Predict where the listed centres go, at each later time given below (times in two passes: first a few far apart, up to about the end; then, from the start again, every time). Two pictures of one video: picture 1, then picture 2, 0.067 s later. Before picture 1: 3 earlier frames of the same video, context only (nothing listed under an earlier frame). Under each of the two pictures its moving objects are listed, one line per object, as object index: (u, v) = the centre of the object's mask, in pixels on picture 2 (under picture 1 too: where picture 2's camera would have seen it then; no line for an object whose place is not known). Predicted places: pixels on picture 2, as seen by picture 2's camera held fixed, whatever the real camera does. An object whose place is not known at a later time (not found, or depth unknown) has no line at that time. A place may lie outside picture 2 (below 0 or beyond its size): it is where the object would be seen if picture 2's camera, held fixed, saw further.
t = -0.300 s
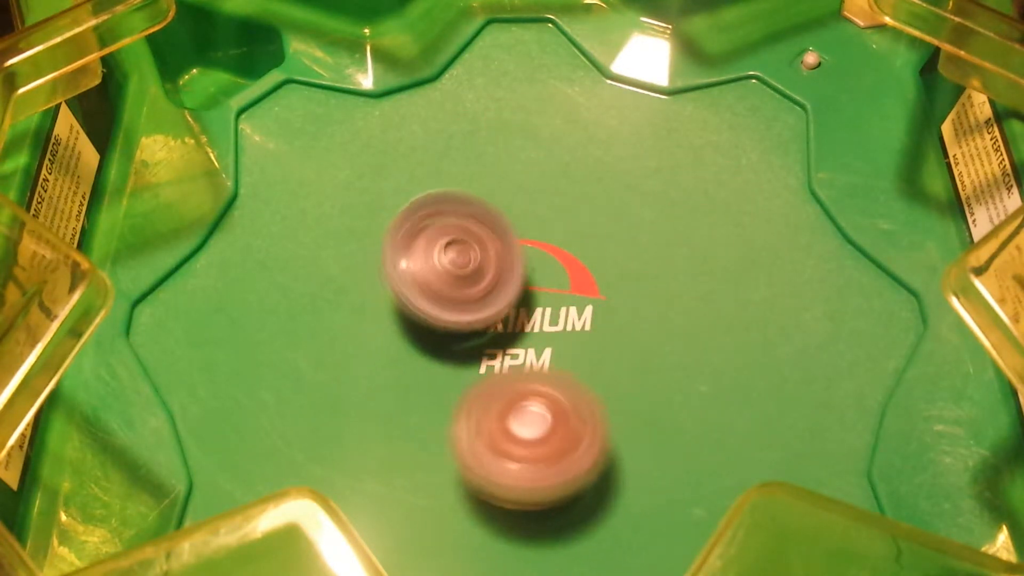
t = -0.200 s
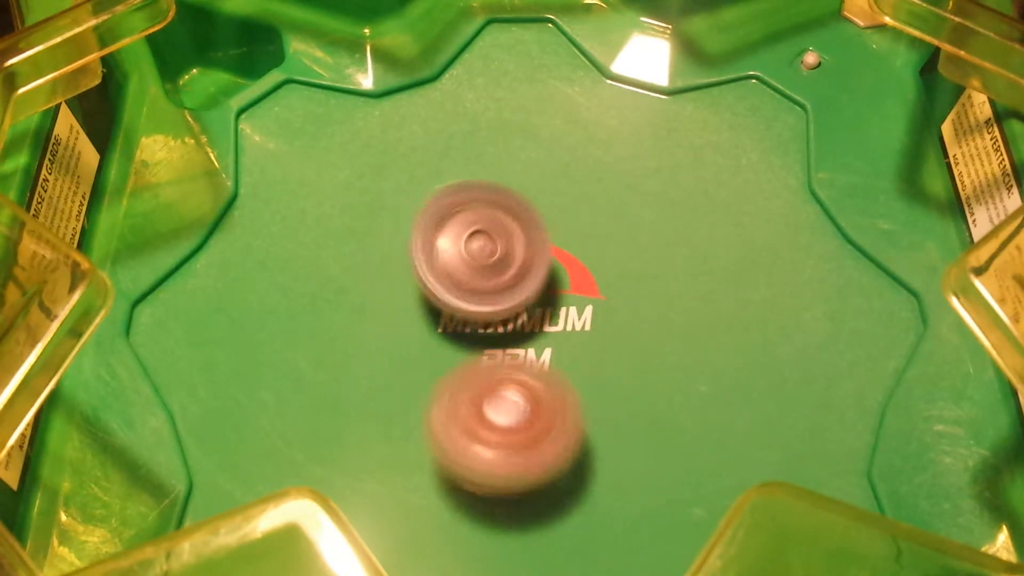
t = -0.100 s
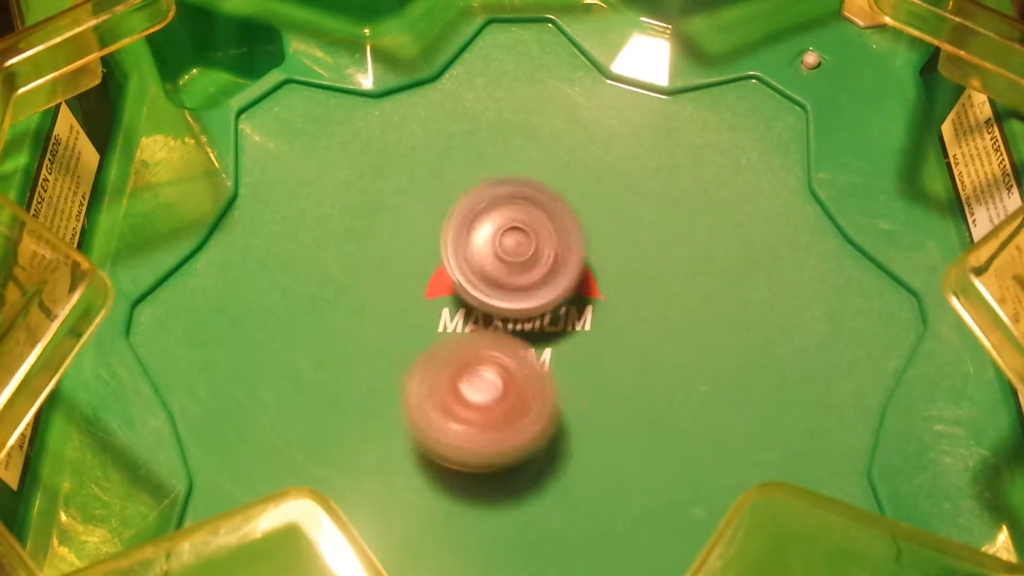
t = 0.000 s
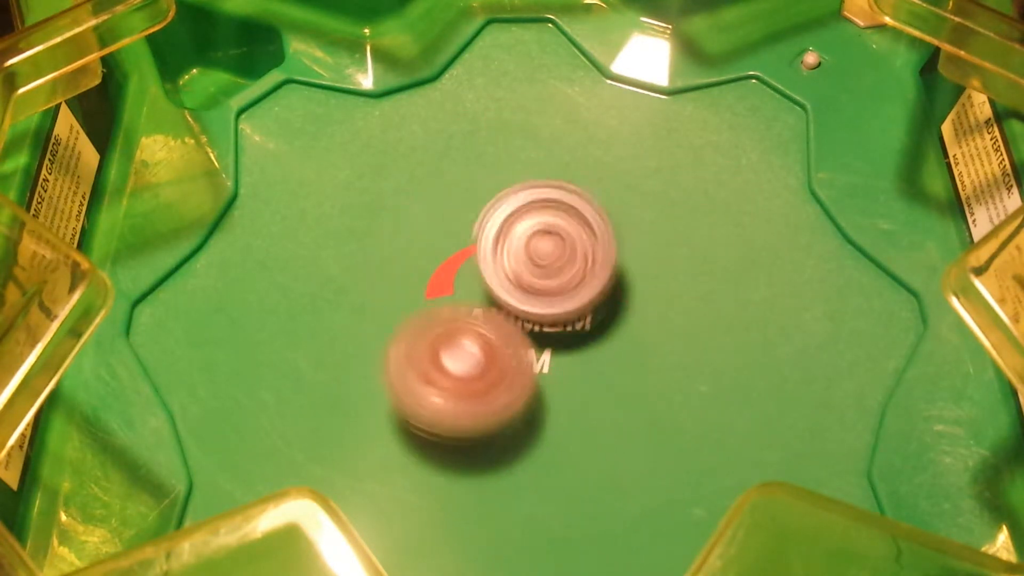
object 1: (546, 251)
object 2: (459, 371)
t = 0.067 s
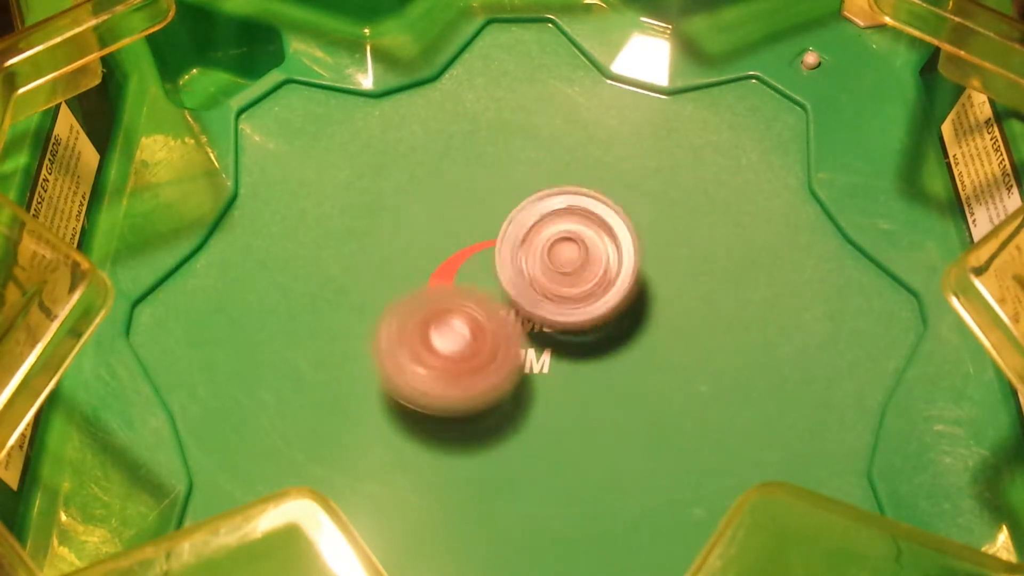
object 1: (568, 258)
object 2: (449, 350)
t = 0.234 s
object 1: (616, 292)
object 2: (429, 298)
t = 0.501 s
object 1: (626, 361)
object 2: (439, 235)
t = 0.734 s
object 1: (570, 394)
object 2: (483, 219)
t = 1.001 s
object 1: (477, 378)
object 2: (573, 248)
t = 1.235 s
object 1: (446, 320)
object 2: (661, 246)
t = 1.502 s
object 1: (488, 254)
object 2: (667, 280)
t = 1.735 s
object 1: (503, 206)
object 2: (692, 395)
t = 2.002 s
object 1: (545, 244)
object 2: (673, 471)
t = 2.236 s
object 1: (555, 322)
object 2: (567, 468)
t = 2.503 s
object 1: (545, 308)
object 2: (422, 427)
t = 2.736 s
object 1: (543, 294)
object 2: (396, 344)
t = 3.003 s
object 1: (607, 299)
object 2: (400, 225)
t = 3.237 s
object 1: (609, 320)
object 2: (507, 191)
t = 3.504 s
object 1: (495, 377)
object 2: (677, 192)
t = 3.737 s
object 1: (397, 337)
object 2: (700, 274)
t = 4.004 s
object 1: (432, 255)
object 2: (554, 358)
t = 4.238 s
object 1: (531, 244)
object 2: (487, 377)
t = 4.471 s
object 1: (604, 298)
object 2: (470, 358)
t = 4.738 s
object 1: (634, 415)
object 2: (520, 307)
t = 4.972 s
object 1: (582, 466)
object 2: (584, 315)
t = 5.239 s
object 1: (508, 403)
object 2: (628, 335)
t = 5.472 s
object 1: (485, 338)
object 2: (615, 347)
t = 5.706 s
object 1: (481, 323)
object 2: (598, 348)
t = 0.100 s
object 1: (578, 262)
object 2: (442, 340)
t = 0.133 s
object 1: (588, 267)
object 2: (438, 329)
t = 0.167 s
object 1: (597, 275)
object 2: (435, 318)
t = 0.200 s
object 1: (608, 284)
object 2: (431, 307)
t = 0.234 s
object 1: (616, 292)
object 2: (429, 298)
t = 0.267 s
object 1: (621, 300)
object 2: (427, 288)
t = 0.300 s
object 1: (626, 309)
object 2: (426, 279)
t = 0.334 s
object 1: (630, 319)
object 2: (425, 271)
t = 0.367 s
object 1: (632, 327)
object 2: (426, 264)
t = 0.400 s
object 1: (632, 336)
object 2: (427, 258)
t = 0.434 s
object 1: (631, 345)
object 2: (430, 252)
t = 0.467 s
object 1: (629, 353)
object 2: (435, 245)
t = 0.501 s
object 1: (626, 361)
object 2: (439, 235)
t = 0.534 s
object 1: (622, 368)
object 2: (445, 227)
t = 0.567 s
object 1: (615, 375)
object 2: (448, 223)
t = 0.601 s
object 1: (607, 379)
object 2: (452, 221)
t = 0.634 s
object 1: (599, 387)
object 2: (458, 220)
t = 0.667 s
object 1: (590, 391)
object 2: (465, 220)
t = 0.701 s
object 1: (580, 393)
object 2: (474, 218)
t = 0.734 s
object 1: (570, 394)
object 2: (483, 219)
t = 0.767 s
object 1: (558, 395)
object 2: (490, 221)
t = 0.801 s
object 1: (548, 394)
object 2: (495, 227)
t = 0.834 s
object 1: (535, 392)
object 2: (503, 232)
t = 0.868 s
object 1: (524, 389)
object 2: (513, 238)
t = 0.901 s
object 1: (513, 384)
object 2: (525, 242)
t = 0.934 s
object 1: (503, 380)
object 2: (538, 248)
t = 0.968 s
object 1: (490, 379)
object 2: (554, 250)
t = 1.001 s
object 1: (477, 378)
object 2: (573, 248)
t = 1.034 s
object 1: (466, 372)
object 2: (589, 247)
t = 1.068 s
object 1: (459, 365)
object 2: (605, 246)
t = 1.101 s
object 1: (454, 357)
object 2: (619, 246)
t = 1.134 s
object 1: (450, 348)
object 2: (631, 246)
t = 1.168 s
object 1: (447, 339)
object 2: (643, 246)
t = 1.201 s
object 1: (446, 329)
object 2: (653, 245)
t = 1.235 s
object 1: (446, 320)
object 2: (661, 246)
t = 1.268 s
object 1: (446, 311)
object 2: (667, 247)
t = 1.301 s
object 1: (449, 302)
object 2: (672, 248)
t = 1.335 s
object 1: (452, 293)
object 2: (675, 250)
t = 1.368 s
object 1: (456, 284)
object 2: (677, 253)
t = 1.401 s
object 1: (463, 273)
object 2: (677, 258)
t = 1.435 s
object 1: (471, 265)
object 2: (675, 264)
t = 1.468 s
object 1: (479, 259)
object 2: (671, 271)
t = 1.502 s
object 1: (488, 254)
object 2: (667, 280)
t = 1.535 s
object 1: (497, 249)
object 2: (661, 289)
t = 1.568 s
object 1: (507, 246)
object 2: (653, 299)
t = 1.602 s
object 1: (505, 236)
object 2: (664, 325)
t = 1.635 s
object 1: (497, 220)
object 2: (673, 346)
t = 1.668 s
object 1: (495, 211)
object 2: (681, 364)
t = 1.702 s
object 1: (496, 207)
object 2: (688, 380)
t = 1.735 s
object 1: (503, 206)
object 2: (692, 395)
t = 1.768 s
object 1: (509, 206)
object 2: (695, 409)
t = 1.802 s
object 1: (514, 207)
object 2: (697, 421)
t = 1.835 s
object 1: (520, 210)
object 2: (697, 432)
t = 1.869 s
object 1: (526, 215)
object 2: (696, 443)
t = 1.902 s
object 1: (535, 221)
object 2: (693, 450)
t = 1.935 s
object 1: (538, 228)
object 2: (688, 459)
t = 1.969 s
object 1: (541, 234)
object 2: (681, 465)
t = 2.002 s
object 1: (545, 244)
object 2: (673, 471)
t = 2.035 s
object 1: (550, 254)
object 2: (663, 476)
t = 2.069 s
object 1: (553, 267)
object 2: (652, 477)
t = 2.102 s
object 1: (555, 279)
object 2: (638, 477)
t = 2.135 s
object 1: (556, 293)
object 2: (622, 474)
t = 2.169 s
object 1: (555, 303)
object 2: (605, 468)
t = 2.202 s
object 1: (555, 319)
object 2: (587, 463)
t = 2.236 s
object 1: (555, 322)
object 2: (567, 468)
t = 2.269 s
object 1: (554, 316)
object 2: (546, 469)
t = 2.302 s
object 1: (554, 317)
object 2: (526, 466)
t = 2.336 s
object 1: (551, 319)
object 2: (507, 460)
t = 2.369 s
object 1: (546, 321)
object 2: (490, 454)
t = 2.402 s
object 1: (546, 321)
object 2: (471, 450)
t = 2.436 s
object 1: (548, 315)
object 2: (451, 446)
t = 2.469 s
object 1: (547, 311)
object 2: (434, 438)
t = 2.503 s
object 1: (545, 308)
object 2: (422, 427)
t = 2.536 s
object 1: (544, 306)
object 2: (412, 416)
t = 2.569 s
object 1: (544, 305)
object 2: (406, 406)
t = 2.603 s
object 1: (545, 305)
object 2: (402, 394)
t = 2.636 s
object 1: (544, 303)
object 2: (399, 383)
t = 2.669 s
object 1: (543, 298)
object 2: (396, 370)
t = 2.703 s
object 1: (544, 296)
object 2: (396, 358)
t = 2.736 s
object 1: (543, 294)
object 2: (396, 344)
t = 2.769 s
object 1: (555, 294)
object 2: (383, 328)
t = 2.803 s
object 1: (570, 294)
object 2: (371, 310)
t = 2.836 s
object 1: (580, 293)
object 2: (368, 290)
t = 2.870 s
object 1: (584, 293)
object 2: (371, 272)
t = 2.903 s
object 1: (592, 295)
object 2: (377, 257)
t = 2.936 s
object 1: (598, 295)
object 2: (383, 244)
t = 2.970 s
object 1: (601, 298)
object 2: (390, 233)
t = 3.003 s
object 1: (607, 299)
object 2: (400, 225)
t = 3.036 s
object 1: (608, 301)
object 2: (413, 217)
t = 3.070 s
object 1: (610, 305)
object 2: (427, 208)
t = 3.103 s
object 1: (614, 307)
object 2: (442, 202)
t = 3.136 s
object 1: (613, 311)
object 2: (458, 197)
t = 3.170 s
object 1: (613, 315)
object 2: (472, 194)
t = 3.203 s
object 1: (612, 317)
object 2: (488, 192)
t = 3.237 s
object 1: (609, 320)
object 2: (507, 191)
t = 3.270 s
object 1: (607, 322)
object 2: (527, 193)
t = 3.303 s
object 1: (601, 323)
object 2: (546, 195)
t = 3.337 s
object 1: (596, 327)
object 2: (560, 200)
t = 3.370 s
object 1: (591, 329)
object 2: (575, 203)
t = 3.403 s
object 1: (581, 332)
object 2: (595, 208)
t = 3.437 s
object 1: (550, 352)
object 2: (629, 198)
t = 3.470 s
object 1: (519, 372)
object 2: (654, 190)
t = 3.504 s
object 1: (495, 377)
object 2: (677, 192)
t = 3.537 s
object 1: (475, 389)
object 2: (697, 198)
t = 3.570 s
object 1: (457, 380)
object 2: (705, 206)
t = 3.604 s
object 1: (443, 381)
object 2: (712, 218)
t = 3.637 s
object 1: (428, 369)
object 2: (716, 230)
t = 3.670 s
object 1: (415, 359)
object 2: (713, 244)
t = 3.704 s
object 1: (405, 349)
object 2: (706, 260)
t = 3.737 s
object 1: (397, 337)
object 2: (700, 274)
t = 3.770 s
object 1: (392, 325)
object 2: (685, 287)
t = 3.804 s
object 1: (391, 312)
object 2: (669, 305)
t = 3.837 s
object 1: (391, 301)
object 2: (656, 317)
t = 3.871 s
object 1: (395, 289)
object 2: (636, 329)
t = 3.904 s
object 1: (401, 280)
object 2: (614, 341)
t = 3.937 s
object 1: (409, 269)
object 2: (598, 348)
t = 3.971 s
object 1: (419, 262)
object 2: (575, 356)
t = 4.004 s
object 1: (432, 255)
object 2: (554, 358)
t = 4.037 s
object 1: (446, 251)
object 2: (539, 359)
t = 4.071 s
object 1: (462, 243)
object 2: (525, 366)
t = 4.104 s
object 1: (478, 236)
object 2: (514, 369)
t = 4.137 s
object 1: (494, 232)
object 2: (505, 379)
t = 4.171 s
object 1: (508, 234)
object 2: (493, 380)
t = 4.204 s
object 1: (520, 238)
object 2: (489, 380)
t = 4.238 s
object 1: (531, 244)
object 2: (487, 377)
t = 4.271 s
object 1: (542, 249)
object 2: (482, 369)
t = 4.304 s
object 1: (554, 255)
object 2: (478, 373)
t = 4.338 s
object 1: (564, 258)
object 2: (473, 370)
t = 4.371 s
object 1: (573, 267)
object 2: (469, 371)
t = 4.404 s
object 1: (579, 276)
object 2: (470, 368)
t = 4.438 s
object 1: (594, 284)
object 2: (463, 361)
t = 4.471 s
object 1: (604, 298)
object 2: (470, 358)
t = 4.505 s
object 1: (606, 308)
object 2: (474, 347)
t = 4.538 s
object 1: (614, 321)
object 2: (479, 345)
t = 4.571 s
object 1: (630, 340)
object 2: (478, 329)
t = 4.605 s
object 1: (639, 359)
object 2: (478, 326)
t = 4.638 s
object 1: (644, 375)
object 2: (491, 317)
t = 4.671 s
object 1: (644, 392)
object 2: (496, 314)
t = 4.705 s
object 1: (639, 405)
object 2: (512, 309)
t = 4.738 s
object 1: (634, 415)
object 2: (520, 307)
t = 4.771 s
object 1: (627, 426)
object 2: (531, 308)
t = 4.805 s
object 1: (619, 435)
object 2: (538, 305)
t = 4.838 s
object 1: (610, 441)
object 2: (547, 310)
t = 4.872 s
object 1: (603, 446)
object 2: (556, 309)
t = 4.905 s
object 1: (595, 450)
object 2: (564, 313)
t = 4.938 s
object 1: (590, 464)
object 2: (577, 311)
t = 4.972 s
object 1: (582, 466)
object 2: (584, 315)
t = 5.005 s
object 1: (571, 451)
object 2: (596, 317)
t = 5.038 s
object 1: (560, 445)
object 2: (600, 319)
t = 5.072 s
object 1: (550, 438)
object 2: (611, 323)
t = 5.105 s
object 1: (542, 433)
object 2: (614, 325)
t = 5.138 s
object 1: (535, 426)
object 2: (622, 330)
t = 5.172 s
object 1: (525, 416)
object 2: (623, 330)
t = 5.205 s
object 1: (515, 405)
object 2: (628, 335)
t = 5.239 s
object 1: (508, 403)
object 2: (628, 335)
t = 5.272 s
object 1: (504, 387)
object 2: (629, 340)
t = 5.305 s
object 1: (500, 375)
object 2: (626, 341)
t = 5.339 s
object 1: (494, 364)
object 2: (623, 345)
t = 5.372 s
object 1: (490, 351)
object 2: (622, 345)
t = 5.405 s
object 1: (487, 345)
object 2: (620, 350)
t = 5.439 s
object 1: (484, 341)
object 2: (617, 346)
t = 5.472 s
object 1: (485, 338)
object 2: (615, 347)
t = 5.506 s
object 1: (484, 335)
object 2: (613, 346)
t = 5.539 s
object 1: (485, 327)
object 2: (611, 352)
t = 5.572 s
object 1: (484, 324)
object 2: (608, 348)
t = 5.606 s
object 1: (484, 325)
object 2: (607, 351)
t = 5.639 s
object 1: (482, 324)
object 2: (604, 348)
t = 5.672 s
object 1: (482, 323)
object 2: (602, 351)
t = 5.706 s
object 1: (481, 323)
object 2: (598, 348)
